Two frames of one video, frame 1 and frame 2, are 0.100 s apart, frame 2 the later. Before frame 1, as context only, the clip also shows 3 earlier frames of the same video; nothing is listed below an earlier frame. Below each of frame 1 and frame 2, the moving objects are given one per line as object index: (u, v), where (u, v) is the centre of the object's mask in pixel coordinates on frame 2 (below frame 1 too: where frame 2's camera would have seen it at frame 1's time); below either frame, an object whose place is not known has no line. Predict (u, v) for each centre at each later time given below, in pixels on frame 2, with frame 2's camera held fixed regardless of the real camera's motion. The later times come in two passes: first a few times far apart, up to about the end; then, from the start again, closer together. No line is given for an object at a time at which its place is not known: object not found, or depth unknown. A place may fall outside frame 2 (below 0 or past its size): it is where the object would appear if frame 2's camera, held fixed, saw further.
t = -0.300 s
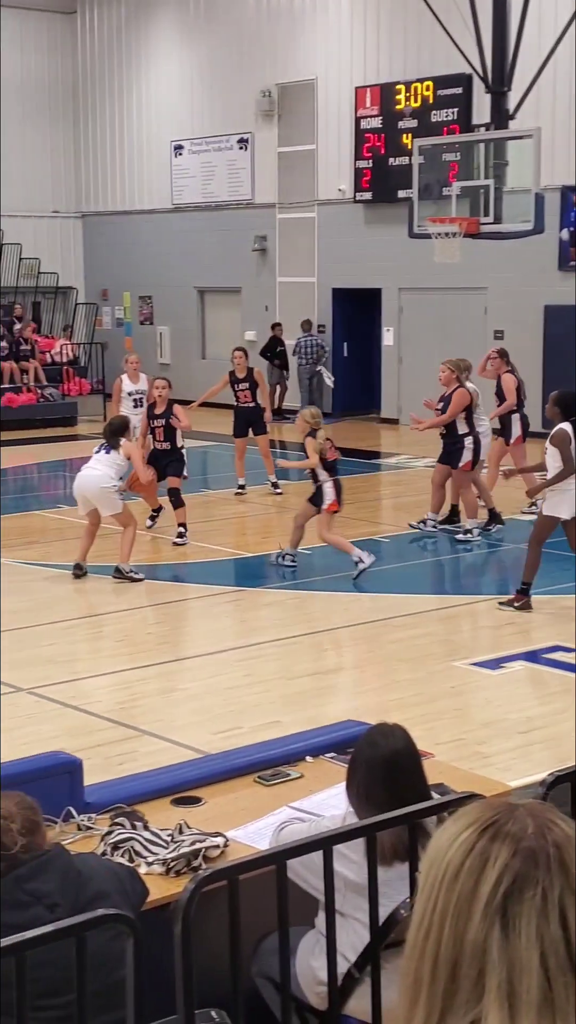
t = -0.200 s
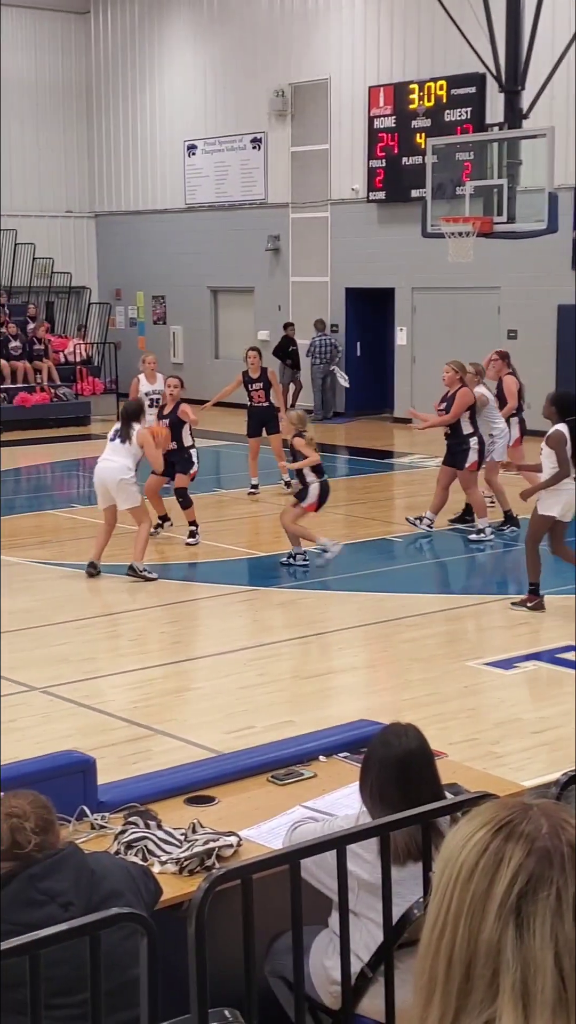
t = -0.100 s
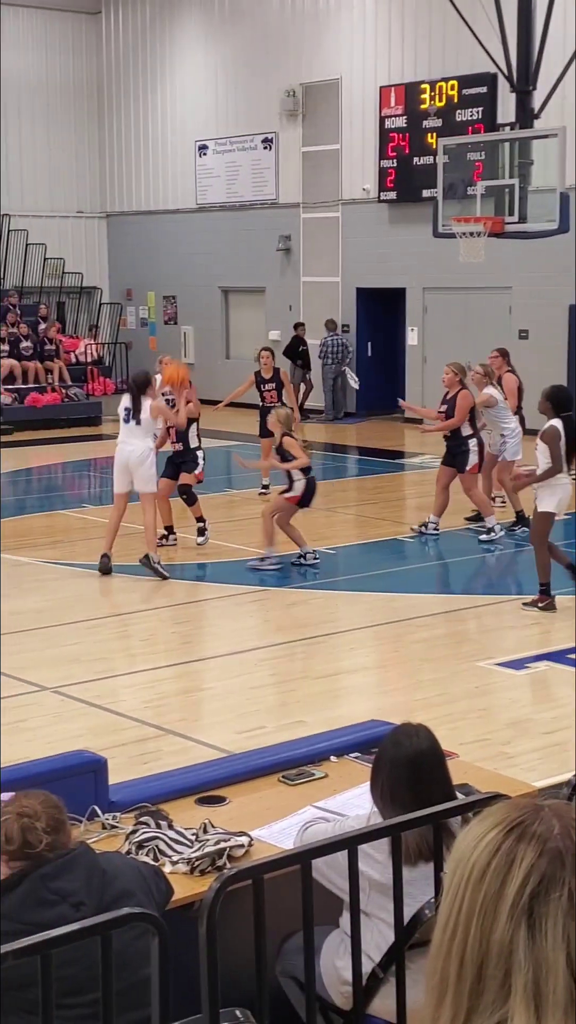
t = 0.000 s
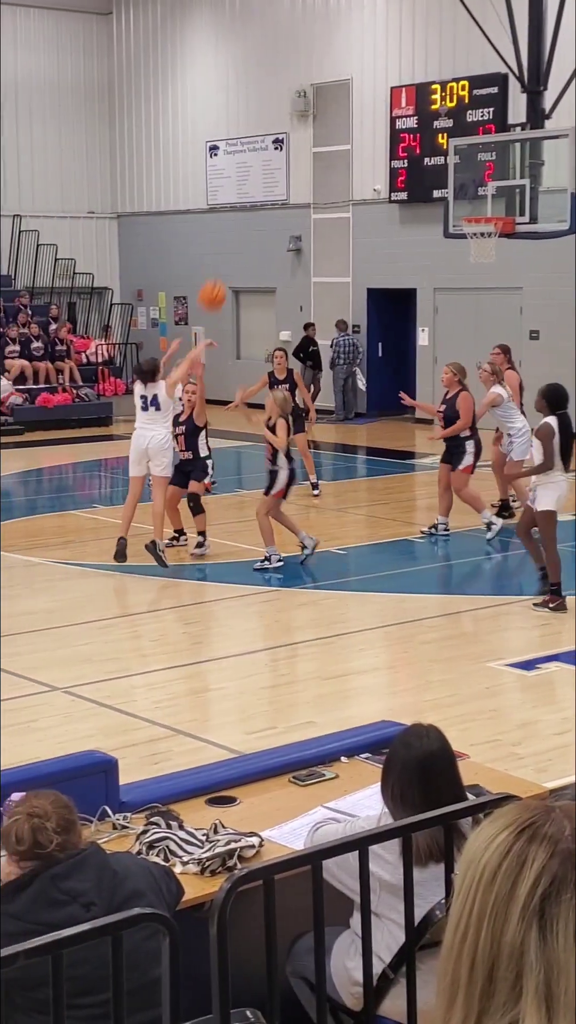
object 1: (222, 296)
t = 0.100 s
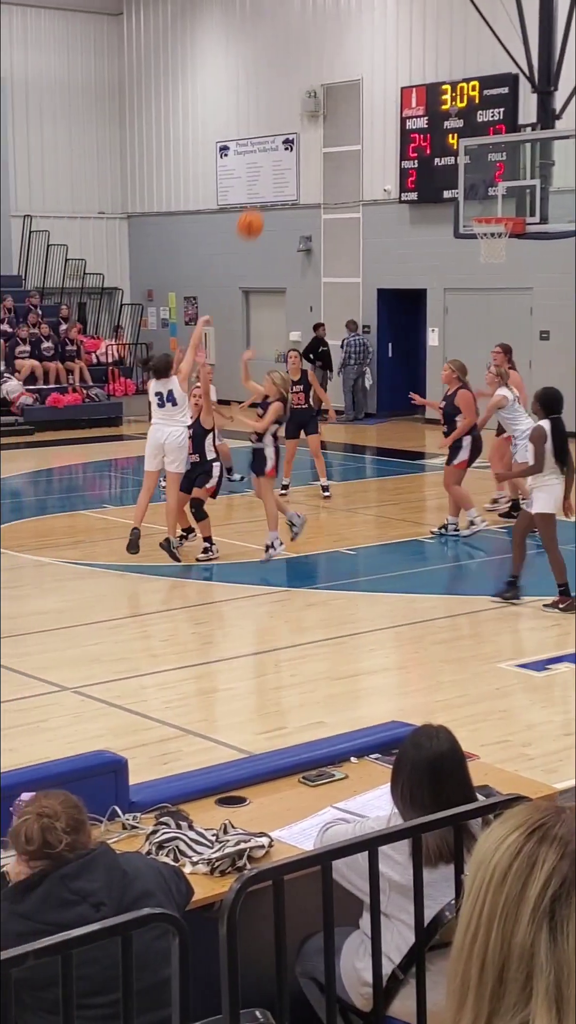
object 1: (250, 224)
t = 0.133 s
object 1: (258, 204)
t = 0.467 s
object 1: (340, 81)
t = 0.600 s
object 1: (369, 69)
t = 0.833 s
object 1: (414, 92)
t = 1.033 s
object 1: (446, 150)
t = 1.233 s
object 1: (462, 199)
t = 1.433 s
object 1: (427, 166)
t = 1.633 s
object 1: (394, 168)
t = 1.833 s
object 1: (361, 205)
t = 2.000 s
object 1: (336, 263)
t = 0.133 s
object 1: (258, 204)
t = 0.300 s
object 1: (302, 124)
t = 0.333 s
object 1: (310, 112)
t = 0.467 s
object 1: (340, 81)
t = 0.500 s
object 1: (348, 76)
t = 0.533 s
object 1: (355, 72)
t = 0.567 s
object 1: (362, 70)
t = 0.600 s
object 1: (369, 69)
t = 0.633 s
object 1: (375, 69)
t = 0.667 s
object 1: (382, 70)
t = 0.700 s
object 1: (389, 72)
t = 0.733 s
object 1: (395, 76)
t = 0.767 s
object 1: (401, 80)
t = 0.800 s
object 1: (407, 85)
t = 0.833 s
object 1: (414, 92)
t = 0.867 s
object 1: (420, 99)
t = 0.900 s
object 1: (426, 107)
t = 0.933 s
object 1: (432, 117)
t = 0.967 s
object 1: (437, 127)
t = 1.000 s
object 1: (441, 139)
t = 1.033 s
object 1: (446, 150)
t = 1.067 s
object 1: (452, 162)
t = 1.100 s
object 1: (457, 176)
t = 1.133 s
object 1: (463, 190)
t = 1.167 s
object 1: (468, 205)
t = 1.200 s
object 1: (467, 208)
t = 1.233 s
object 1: (462, 199)
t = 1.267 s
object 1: (455, 190)
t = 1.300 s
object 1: (449, 183)
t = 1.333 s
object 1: (444, 178)
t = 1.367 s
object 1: (439, 173)
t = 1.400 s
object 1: (433, 169)
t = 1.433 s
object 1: (427, 166)
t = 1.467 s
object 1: (422, 164)
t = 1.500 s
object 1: (417, 162)
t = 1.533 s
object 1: (411, 162)
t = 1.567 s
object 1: (405, 163)
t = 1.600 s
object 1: (400, 165)
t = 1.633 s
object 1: (394, 168)
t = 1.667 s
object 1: (388, 172)
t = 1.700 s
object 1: (383, 176)
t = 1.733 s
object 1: (378, 182)
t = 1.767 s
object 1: (373, 189)
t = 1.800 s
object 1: (367, 197)
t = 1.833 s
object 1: (361, 205)
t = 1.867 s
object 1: (356, 215)
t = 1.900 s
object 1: (351, 226)
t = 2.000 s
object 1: (336, 263)
